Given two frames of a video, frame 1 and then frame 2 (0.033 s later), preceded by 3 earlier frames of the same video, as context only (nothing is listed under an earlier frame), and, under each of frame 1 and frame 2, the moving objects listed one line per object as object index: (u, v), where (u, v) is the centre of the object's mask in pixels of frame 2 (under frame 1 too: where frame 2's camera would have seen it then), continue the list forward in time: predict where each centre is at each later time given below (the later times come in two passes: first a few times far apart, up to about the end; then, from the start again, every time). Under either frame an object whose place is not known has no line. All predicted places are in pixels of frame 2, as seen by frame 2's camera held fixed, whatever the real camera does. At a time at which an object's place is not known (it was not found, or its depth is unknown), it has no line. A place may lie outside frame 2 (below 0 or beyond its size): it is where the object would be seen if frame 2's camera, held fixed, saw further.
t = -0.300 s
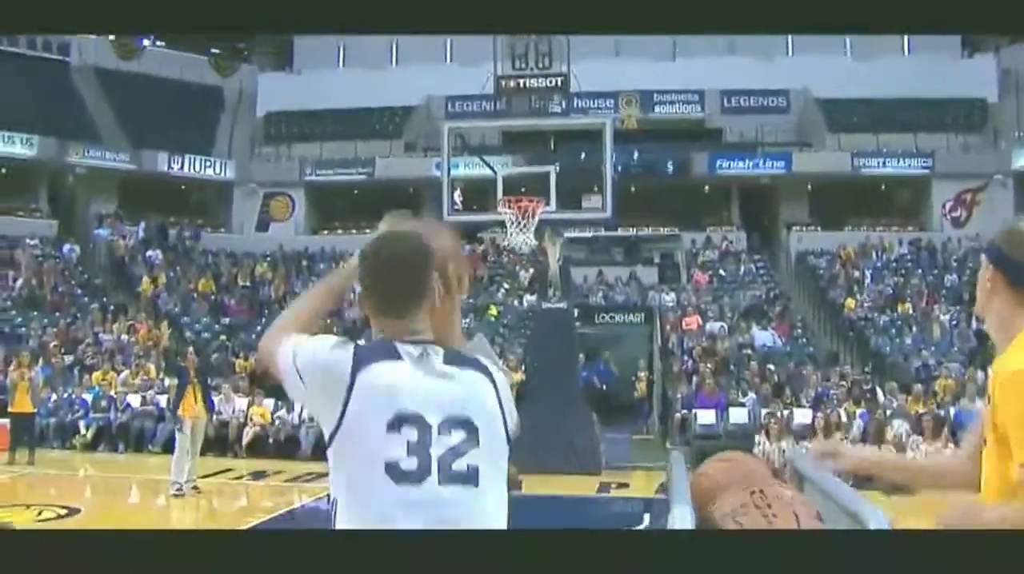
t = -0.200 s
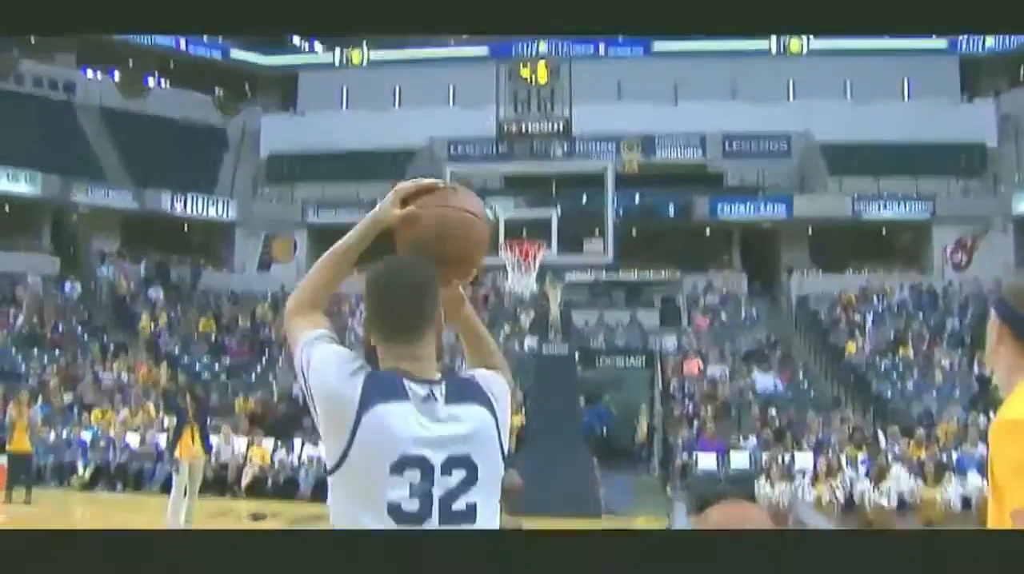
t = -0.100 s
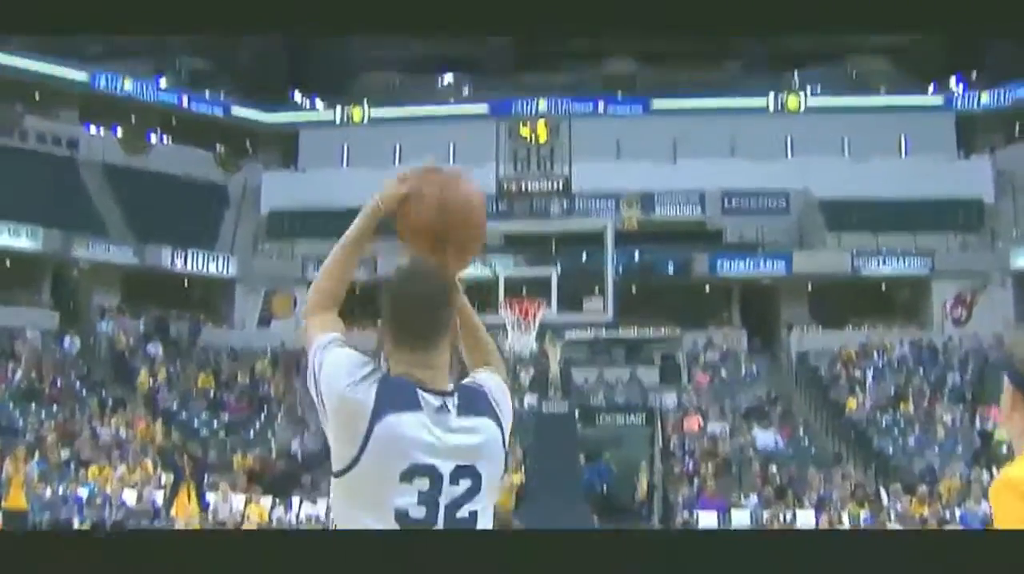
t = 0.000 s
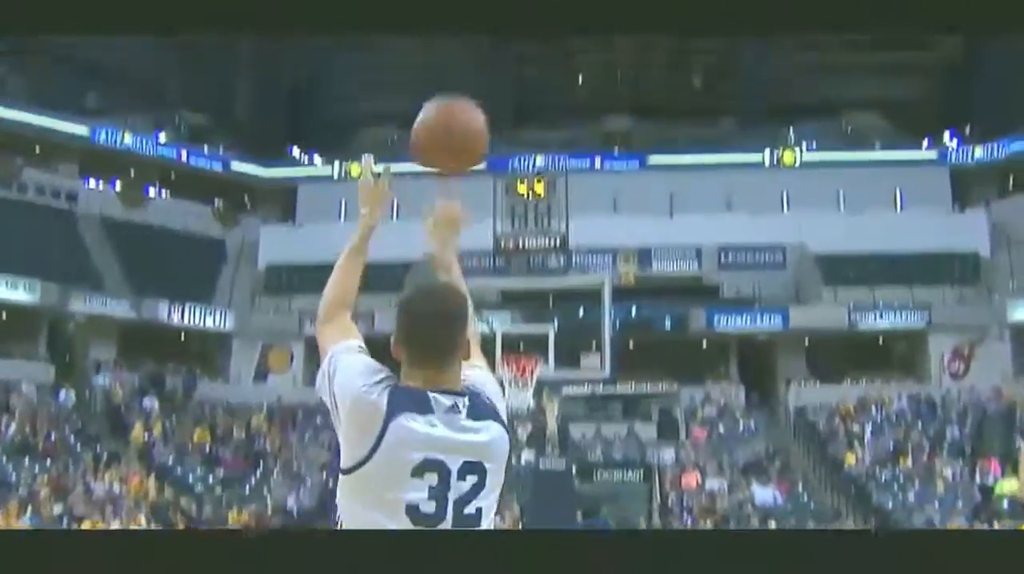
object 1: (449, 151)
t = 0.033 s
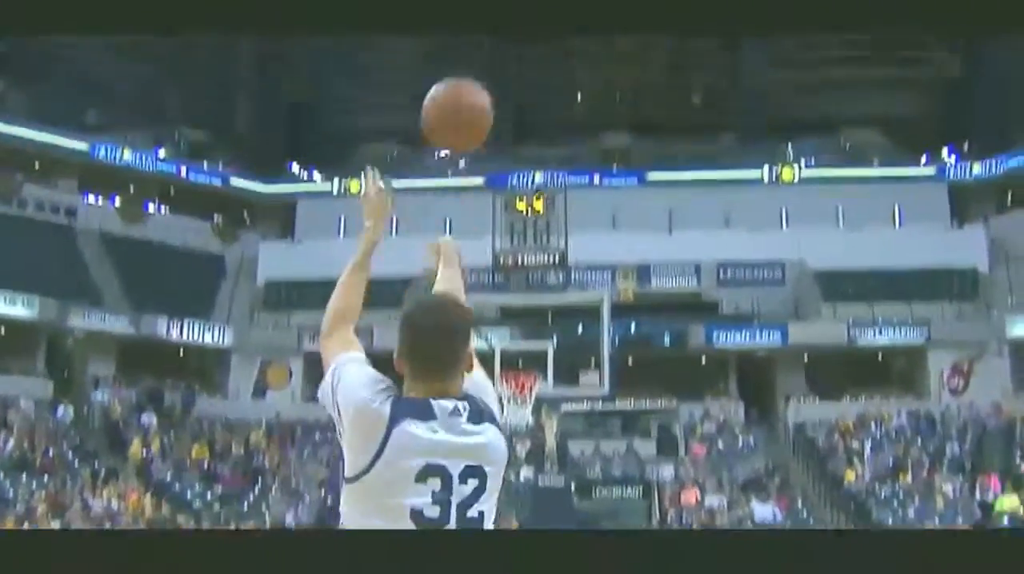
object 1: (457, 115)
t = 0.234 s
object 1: (483, 9)
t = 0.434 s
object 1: (496, 7)
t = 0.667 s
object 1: (504, 59)
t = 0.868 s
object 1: (508, 138)
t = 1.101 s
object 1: (510, 258)
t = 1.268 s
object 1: (510, 360)
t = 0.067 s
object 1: (463, 86)
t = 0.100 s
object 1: (468, 62)
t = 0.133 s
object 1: (473, 42)
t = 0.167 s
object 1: (477, 27)
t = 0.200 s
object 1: (480, 16)
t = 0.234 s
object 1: (483, 9)
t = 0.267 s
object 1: (486, 3)
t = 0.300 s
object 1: (488, 1)
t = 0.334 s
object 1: (490, 0)
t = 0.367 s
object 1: (492, 1)
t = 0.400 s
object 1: (494, 3)
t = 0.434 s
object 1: (496, 7)
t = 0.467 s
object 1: (496, 10)
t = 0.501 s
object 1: (497, 16)
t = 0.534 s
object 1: (499, 23)
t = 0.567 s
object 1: (499, 32)
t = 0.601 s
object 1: (502, 39)
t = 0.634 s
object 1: (502, 49)
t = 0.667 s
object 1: (504, 59)
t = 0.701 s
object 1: (504, 71)
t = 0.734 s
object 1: (505, 83)
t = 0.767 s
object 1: (506, 95)
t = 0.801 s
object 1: (507, 109)
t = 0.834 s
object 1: (507, 123)
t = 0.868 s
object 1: (508, 138)
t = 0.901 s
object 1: (508, 154)
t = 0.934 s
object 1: (508, 168)
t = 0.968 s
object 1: (509, 185)
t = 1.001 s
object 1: (509, 203)
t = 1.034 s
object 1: (509, 220)
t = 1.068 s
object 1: (510, 240)
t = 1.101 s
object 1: (510, 258)
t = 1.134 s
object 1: (510, 274)
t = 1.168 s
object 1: (511, 296)
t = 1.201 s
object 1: (511, 316)
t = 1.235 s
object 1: (510, 337)
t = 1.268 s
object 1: (510, 360)
